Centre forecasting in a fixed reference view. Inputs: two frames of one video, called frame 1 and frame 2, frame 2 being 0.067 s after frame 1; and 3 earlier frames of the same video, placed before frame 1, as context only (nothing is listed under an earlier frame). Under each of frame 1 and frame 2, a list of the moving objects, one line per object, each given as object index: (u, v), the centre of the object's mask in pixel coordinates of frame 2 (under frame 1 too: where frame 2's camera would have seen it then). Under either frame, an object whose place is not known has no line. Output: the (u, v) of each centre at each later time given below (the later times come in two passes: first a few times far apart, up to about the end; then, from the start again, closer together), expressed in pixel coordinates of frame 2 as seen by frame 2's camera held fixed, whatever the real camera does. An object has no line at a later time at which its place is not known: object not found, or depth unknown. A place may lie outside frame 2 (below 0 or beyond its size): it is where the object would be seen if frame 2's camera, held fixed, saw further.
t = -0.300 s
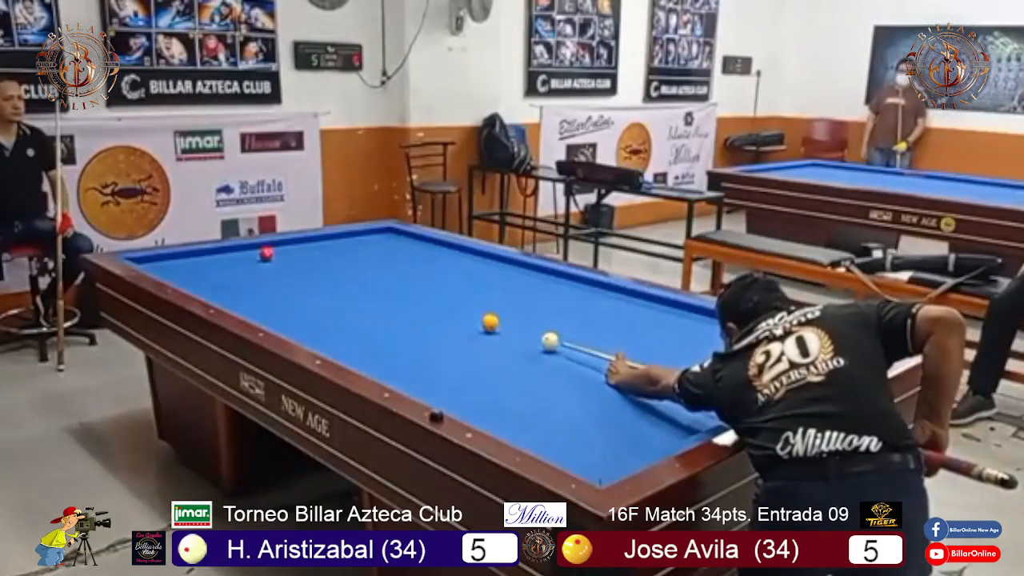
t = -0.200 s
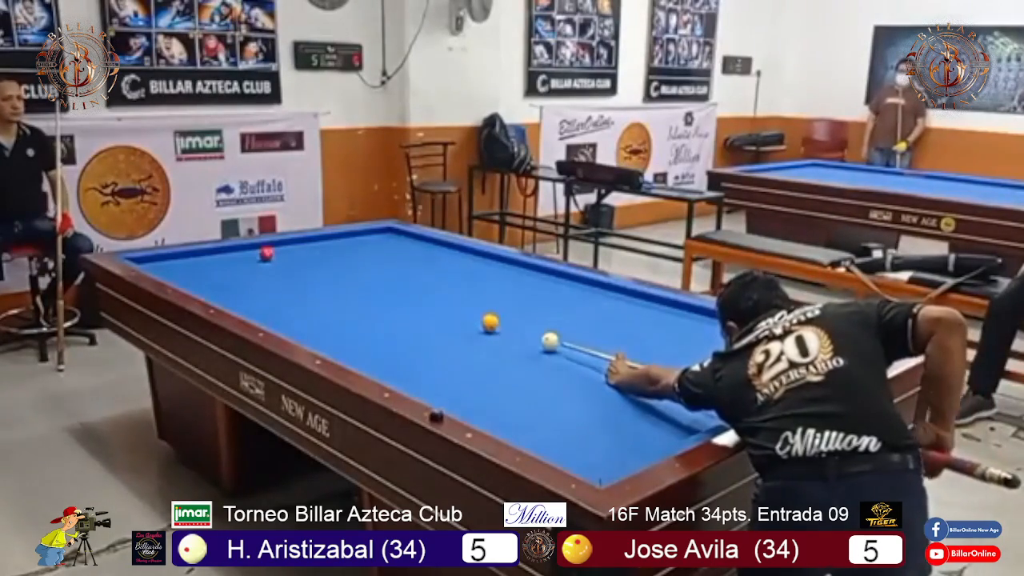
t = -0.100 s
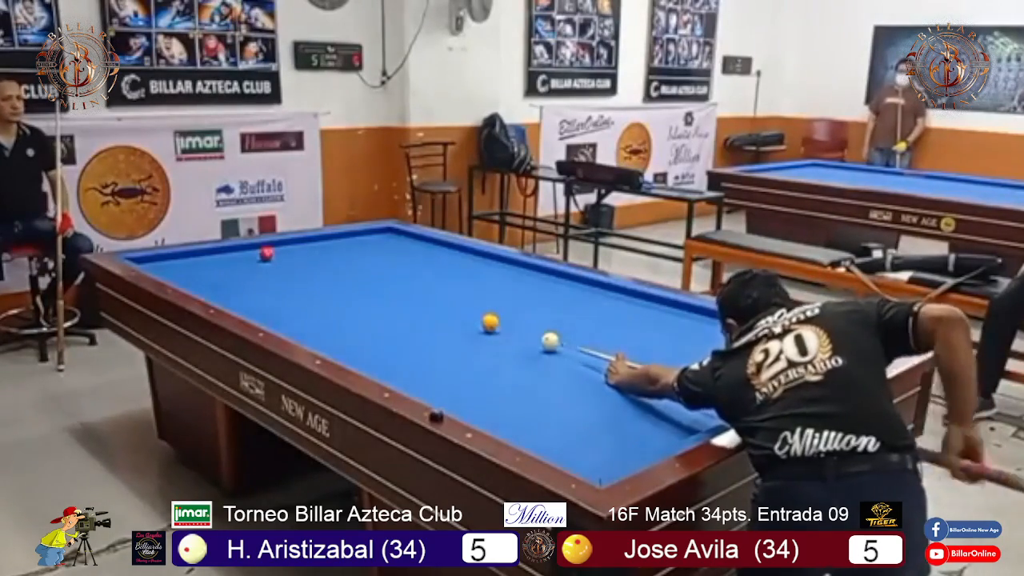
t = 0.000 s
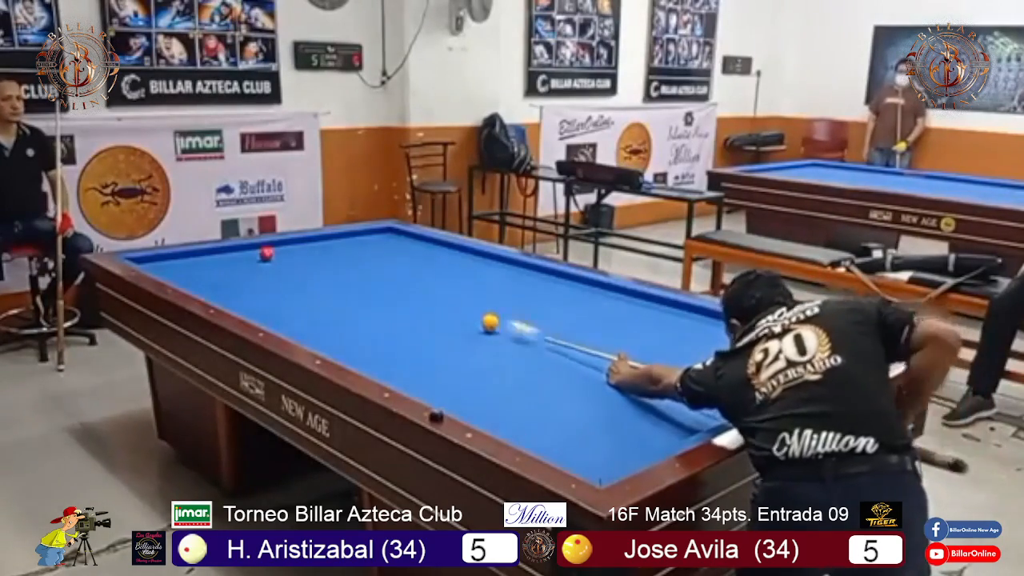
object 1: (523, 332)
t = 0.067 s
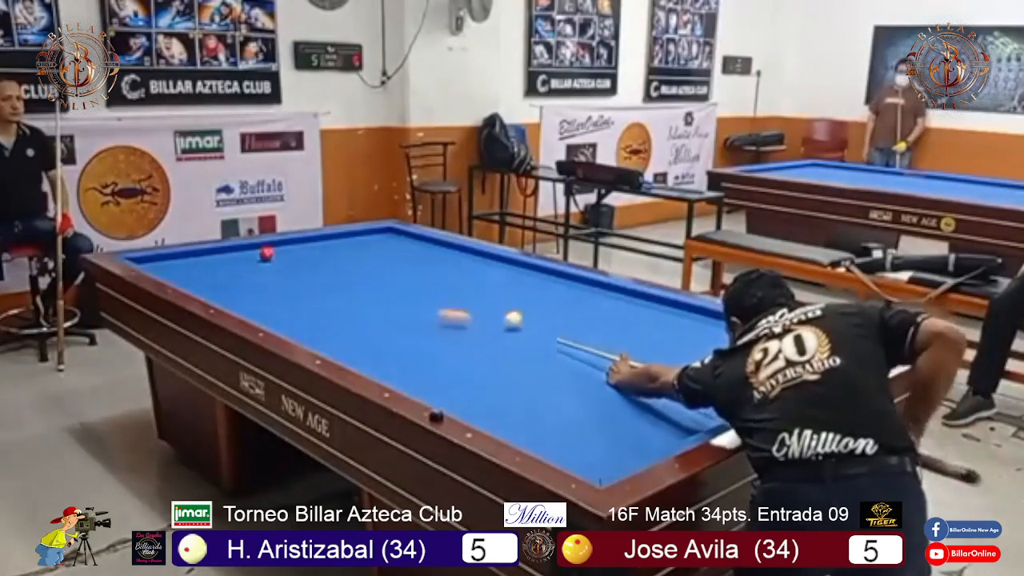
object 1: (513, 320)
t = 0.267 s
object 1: (537, 301)
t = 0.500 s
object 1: (556, 283)
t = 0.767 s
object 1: (542, 277)
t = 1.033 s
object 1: (506, 278)
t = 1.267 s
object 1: (477, 279)
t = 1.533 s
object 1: (442, 280)
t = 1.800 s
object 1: (409, 281)
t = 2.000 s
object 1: (384, 282)
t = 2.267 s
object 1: (351, 283)
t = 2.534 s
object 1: (319, 284)
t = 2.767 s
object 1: (290, 285)
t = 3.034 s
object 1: (259, 285)
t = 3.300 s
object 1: (227, 286)
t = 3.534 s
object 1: (201, 285)
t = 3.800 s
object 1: (194, 281)
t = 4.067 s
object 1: (195, 277)
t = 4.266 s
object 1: (196, 273)
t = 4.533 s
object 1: (197, 269)
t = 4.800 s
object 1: (198, 264)
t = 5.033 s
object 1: (199, 261)
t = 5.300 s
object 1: (199, 257)
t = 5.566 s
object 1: (200, 253)
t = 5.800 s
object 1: (203, 251)
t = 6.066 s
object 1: (216, 251)
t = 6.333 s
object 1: (228, 251)
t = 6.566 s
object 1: (239, 251)
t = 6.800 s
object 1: (248, 250)
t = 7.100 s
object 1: (256, 250)
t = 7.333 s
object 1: (264, 247)
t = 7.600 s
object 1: (275, 249)
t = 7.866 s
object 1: (281, 250)
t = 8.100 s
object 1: (286, 250)
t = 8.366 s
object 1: (292, 250)
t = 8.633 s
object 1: (297, 250)
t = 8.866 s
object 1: (300, 251)
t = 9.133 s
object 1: (304, 251)
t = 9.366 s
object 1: (306, 250)
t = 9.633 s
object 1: (308, 250)
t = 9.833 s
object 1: (309, 251)
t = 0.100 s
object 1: (518, 317)
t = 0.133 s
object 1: (523, 313)
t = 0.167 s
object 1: (527, 310)
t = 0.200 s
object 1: (530, 307)
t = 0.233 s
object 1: (534, 304)
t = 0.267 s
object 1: (537, 301)
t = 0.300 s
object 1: (540, 299)
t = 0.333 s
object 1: (543, 296)
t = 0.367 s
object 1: (546, 293)
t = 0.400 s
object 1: (548, 291)
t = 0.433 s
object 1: (551, 288)
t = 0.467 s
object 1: (554, 286)
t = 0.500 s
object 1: (556, 283)
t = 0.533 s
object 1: (559, 281)
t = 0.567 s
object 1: (562, 278)
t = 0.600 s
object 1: (564, 276)
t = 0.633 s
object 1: (564, 275)
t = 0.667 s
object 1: (559, 275)
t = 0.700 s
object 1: (553, 276)
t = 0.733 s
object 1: (547, 276)
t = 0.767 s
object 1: (542, 277)
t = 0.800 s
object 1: (537, 277)
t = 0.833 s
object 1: (532, 278)
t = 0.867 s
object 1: (527, 278)
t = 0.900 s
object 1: (523, 277)
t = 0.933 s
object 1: (519, 278)
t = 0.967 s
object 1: (515, 278)
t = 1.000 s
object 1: (510, 278)
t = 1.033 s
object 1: (506, 278)
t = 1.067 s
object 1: (502, 279)
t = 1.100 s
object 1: (498, 279)
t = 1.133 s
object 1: (494, 279)
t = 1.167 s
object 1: (489, 279)
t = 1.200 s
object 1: (485, 279)
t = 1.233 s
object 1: (481, 279)
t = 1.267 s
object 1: (477, 279)
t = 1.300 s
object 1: (472, 279)
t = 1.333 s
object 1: (468, 279)
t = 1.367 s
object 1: (464, 280)
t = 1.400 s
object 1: (459, 280)
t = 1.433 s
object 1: (455, 280)
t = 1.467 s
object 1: (451, 280)
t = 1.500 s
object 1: (447, 280)
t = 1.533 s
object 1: (442, 280)
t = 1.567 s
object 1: (438, 280)
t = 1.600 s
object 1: (434, 280)
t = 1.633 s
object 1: (430, 281)
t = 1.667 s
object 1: (426, 281)
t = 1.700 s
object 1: (422, 281)
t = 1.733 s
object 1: (418, 281)
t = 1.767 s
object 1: (414, 281)
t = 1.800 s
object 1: (409, 281)
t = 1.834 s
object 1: (406, 280)
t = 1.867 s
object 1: (401, 278)
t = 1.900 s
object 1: (397, 281)
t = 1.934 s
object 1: (392, 282)
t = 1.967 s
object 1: (388, 282)
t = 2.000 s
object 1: (384, 282)
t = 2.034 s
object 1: (380, 282)
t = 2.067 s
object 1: (376, 282)
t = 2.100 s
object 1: (371, 282)
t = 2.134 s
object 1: (367, 282)
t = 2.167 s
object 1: (363, 283)
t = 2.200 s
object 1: (359, 283)
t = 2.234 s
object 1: (355, 283)
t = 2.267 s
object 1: (351, 283)
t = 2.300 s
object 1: (347, 283)
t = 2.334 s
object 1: (343, 283)
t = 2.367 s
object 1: (339, 283)
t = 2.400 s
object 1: (335, 284)
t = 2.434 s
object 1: (331, 284)
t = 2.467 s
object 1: (327, 284)
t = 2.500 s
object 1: (323, 284)
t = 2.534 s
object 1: (319, 284)
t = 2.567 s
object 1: (315, 284)
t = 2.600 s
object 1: (310, 284)
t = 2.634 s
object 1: (307, 285)
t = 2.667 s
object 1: (302, 285)
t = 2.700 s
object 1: (298, 285)
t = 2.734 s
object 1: (294, 285)
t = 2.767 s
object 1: (290, 285)
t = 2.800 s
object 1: (286, 285)
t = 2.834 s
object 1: (283, 285)
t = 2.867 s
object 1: (279, 285)
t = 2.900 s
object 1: (274, 285)
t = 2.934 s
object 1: (271, 285)
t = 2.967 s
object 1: (267, 285)
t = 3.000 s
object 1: (263, 285)
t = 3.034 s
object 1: (259, 285)
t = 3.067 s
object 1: (255, 285)
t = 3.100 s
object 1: (251, 285)
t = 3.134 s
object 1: (247, 285)
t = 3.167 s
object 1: (243, 286)
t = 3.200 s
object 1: (239, 286)
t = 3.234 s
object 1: (235, 286)
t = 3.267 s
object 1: (231, 286)
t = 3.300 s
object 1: (227, 286)
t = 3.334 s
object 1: (223, 286)
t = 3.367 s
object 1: (219, 286)
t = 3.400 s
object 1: (215, 286)
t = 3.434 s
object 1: (212, 286)
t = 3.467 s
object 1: (208, 286)
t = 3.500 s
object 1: (204, 286)
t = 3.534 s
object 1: (201, 285)
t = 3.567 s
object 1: (197, 285)
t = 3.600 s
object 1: (194, 285)
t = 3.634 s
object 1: (193, 284)
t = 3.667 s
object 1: (194, 283)
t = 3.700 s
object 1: (194, 283)
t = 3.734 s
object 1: (194, 283)
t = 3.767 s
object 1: (194, 282)
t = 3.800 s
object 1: (194, 281)
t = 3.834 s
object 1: (194, 281)
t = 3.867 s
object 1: (194, 281)
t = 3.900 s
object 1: (194, 280)
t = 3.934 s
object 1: (195, 279)
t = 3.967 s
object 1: (195, 279)
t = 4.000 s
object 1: (195, 278)
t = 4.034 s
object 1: (195, 278)
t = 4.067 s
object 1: (195, 277)
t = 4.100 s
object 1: (195, 276)
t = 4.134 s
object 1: (195, 276)
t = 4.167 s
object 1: (195, 275)
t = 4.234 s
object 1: (196, 274)
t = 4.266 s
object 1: (196, 273)
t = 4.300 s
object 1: (196, 273)
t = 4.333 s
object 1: (197, 272)
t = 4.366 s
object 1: (197, 271)
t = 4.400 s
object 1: (197, 271)
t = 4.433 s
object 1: (197, 270)
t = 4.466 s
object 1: (197, 270)
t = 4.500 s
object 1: (197, 269)
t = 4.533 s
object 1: (197, 269)
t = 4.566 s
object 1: (197, 268)
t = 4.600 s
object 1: (198, 267)
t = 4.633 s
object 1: (198, 267)
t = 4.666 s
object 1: (198, 266)
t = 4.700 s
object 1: (198, 266)
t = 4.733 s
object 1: (198, 265)
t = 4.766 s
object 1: (198, 265)
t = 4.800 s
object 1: (198, 264)
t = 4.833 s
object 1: (198, 264)
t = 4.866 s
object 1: (198, 263)
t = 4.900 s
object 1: (198, 263)
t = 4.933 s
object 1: (199, 262)
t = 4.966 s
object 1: (199, 262)
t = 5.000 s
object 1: (199, 261)
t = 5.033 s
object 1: (199, 261)
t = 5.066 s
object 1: (199, 260)
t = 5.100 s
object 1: (199, 260)
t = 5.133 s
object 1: (199, 259)
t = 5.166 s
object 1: (199, 259)
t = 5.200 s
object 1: (199, 259)
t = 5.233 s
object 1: (199, 258)
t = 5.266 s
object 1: (199, 258)
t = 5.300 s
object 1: (199, 257)
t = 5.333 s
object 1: (200, 256)
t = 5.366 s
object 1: (200, 256)
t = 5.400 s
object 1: (199, 255)
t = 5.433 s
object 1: (200, 255)
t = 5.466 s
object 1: (200, 255)
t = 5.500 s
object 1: (200, 254)
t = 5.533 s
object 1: (200, 254)
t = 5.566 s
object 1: (200, 253)
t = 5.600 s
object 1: (200, 253)
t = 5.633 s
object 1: (200, 253)
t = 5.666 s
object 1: (200, 252)
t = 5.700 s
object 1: (200, 252)
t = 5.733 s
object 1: (200, 251)
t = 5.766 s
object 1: (202, 251)
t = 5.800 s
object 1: (203, 251)
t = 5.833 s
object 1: (205, 251)
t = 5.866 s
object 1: (207, 251)
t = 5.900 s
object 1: (208, 251)
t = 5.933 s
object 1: (210, 251)
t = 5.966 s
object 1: (212, 251)
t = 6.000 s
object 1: (213, 251)
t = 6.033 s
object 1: (215, 251)
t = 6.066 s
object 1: (216, 251)
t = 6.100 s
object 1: (218, 251)
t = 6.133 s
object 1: (219, 251)
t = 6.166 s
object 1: (221, 251)
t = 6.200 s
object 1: (222, 251)
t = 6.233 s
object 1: (224, 251)
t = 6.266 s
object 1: (225, 251)
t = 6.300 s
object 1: (227, 251)
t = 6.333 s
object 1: (228, 251)
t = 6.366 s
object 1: (230, 251)
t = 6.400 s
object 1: (231, 251)
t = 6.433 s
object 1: (233, 251)
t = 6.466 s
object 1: (234, 251)
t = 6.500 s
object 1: (236, 251)
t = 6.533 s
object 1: (237, 251)
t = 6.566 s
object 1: (239, 251)
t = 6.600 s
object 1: (240, 251)
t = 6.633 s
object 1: (241, 251)
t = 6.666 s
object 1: (242, 251)
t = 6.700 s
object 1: (244, 251)
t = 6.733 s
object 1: (245, 251)
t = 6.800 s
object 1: (248, 250)
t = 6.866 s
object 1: (249, 250)
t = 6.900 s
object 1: (250, 250)
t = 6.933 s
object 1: (251, 250)
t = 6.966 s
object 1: (253, 250)
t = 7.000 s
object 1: (254, 250)
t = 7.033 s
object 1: (254, 250)
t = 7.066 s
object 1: (255, 250)
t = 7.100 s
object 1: (256, 250)
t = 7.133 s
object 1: (257, 249)
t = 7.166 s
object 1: (258, 249)
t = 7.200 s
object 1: (259, 248)
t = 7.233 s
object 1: (260, 248)
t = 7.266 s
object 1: (261, 248)
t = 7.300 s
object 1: (262, 247)
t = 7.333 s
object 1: (264, 247)
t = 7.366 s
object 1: (265, 246)
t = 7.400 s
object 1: (267, 247)
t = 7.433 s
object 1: (269, 247)
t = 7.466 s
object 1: (271, 247)
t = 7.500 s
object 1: (272, 248)
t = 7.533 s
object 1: (273, 248)
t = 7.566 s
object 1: (274, 248)
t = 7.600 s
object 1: (275, 249)
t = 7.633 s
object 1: (276, 249)
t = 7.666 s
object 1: (277, 250)
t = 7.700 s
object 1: (277, 250)
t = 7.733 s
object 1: (278, 250)
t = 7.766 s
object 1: (279, 250)
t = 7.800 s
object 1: (280, 250)
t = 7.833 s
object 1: (280, 250)
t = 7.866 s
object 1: (281, 250)
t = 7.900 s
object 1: (282, 250)
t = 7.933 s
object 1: (282, 250)
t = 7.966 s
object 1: (283, 250)
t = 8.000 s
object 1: (283, 250)
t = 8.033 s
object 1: (285, 250)
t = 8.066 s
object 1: (285, 250)
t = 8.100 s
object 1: (286, 250)
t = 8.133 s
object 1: (287, 250)
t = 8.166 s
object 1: (288, 250)
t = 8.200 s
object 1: (289, 250)
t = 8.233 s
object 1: (290, 250)
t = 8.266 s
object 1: (290, 250)
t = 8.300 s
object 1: (291, 250)
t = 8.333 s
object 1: (291, 250)
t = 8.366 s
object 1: (292, 250)
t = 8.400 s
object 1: (293, 250)
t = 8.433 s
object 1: (294, 250)
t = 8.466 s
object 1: (294, 250)
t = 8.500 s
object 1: (295, 250)
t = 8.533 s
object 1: (296, 250)
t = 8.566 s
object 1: (296, 250)
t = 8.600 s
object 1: (296, 250)
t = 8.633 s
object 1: (297, 250)
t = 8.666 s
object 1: (297, 250)
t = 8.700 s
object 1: (298, 250)
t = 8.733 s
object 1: (298, 251)
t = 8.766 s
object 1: (299, 251)
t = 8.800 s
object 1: (300, 251)
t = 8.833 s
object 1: (300, 251)
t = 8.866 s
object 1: (300, 251)
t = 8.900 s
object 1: (301, 250)
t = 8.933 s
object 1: (301, 250)
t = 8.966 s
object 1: (302, 250)
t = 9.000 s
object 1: (303, 250)
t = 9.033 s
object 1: (303, 251)
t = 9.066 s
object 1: (304, 251)
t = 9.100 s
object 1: (304, 251)
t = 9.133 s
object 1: (304, 251)
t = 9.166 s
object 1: (304, 251)
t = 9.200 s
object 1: (305, 251)
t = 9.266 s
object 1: (305, 251)
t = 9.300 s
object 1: (305, 251)
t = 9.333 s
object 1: (306, 250)
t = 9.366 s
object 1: (306, 250)
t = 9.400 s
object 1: (306, 250)
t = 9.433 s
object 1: (306, 250)
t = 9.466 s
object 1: (307, 250)
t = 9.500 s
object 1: (307, 250)
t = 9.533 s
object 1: (307, 250)
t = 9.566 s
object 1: (307, 250)
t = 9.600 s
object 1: (308, 250)
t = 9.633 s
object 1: (308, 250)
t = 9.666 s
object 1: (308, 250)
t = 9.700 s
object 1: (308, 250)
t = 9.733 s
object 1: (308, 250)
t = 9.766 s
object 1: (309, 250)
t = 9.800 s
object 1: (309, 250)
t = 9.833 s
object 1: (309, 251)
